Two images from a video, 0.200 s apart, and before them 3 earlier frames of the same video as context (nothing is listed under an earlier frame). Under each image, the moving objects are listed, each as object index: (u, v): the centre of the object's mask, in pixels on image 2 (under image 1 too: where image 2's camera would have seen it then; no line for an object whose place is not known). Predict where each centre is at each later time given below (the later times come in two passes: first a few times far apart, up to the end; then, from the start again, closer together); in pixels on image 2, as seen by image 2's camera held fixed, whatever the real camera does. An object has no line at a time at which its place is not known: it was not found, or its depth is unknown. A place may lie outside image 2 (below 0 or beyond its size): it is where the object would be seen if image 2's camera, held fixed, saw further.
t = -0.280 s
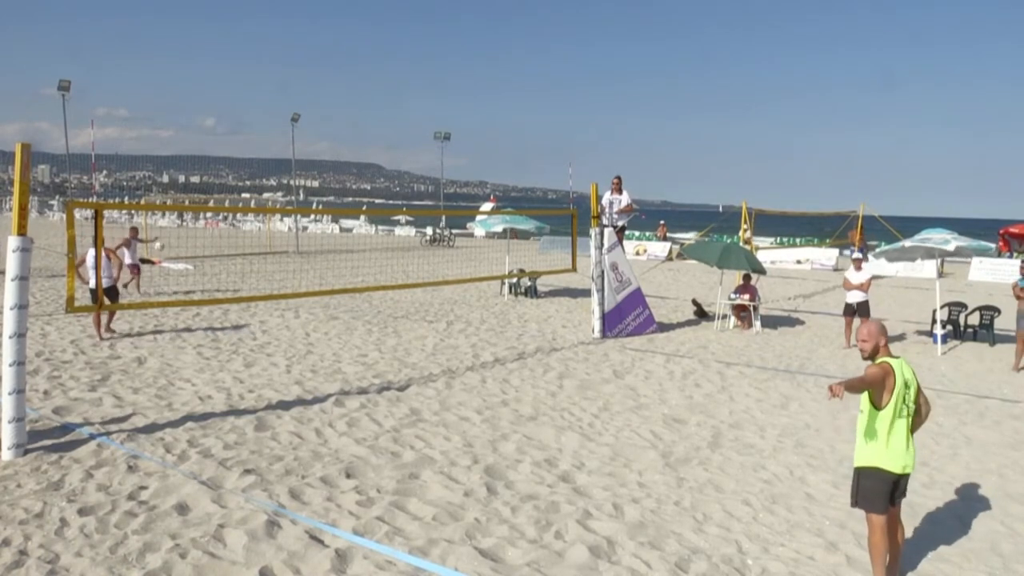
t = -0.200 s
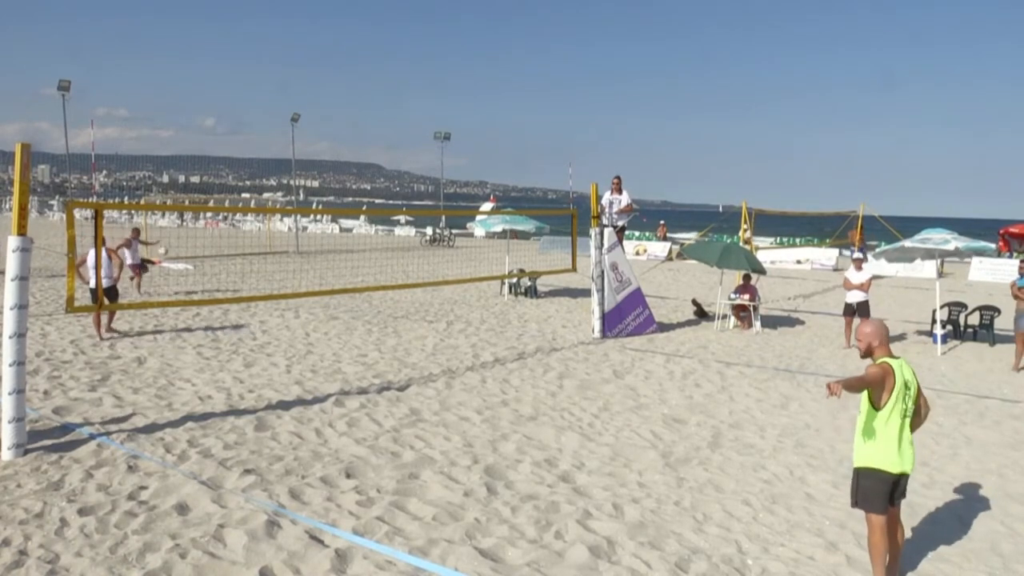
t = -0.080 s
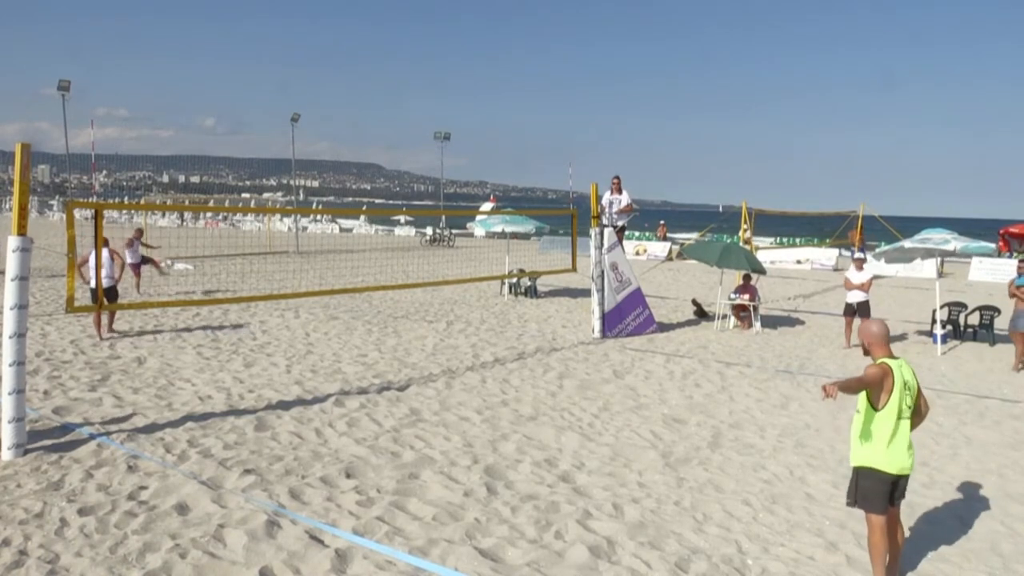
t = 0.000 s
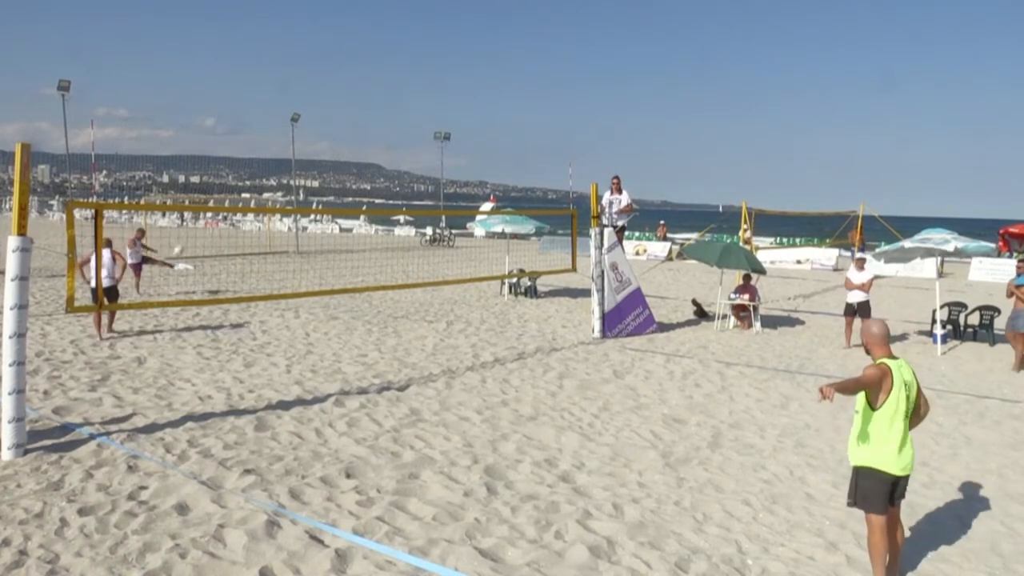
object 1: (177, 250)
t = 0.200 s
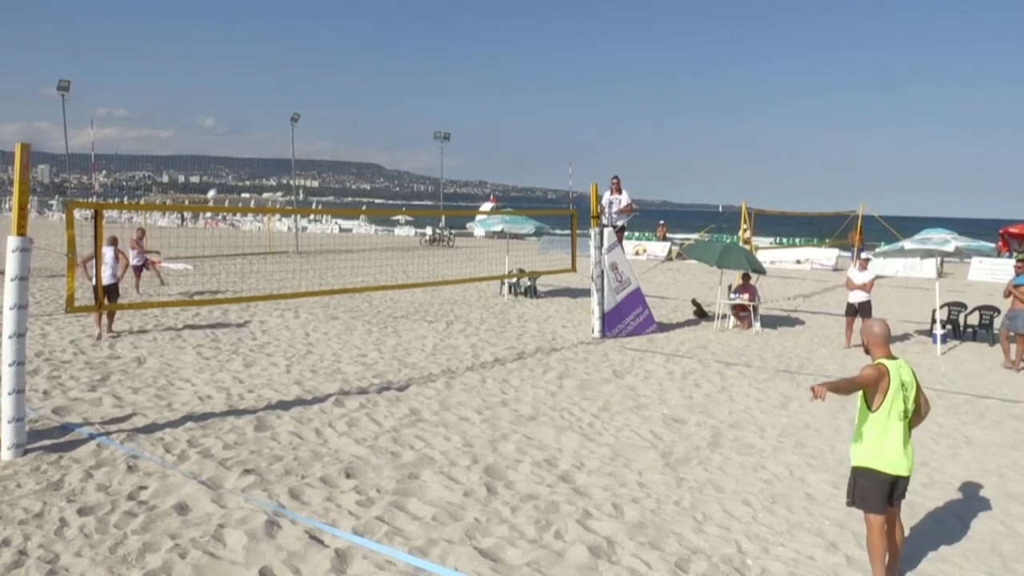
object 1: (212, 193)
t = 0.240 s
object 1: (219, 185)
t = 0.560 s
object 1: (290, 129)
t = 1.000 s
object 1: (434, 150)
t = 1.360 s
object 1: (614, 337)
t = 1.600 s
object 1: (739, 419)
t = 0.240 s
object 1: (219, 185)
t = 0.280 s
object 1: (226, 175)
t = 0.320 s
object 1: (234, 167)
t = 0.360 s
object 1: (242, 159)
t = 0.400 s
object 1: (252, 152)
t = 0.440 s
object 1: (262, 145)
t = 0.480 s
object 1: (271, 139)
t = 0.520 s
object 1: (280, 134)
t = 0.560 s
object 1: (290, 129)
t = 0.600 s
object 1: (302, 125)
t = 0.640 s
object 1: (313, 123)
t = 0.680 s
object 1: (324, 121)
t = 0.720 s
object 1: (336, 121)
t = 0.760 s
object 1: (349, 121)
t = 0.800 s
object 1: (362, 123)
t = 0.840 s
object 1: (375, 125)
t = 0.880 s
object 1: (389, 129)
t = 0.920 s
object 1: (404, 135)
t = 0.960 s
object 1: (418, 141)
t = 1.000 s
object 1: (434, 150)
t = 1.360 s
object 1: (614, 337)
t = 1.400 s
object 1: (638, 375)
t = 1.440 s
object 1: (666, 415)
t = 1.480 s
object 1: (694, 460)
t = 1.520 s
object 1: (711, 457)
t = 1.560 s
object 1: (725, 436)
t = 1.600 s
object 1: (739, 419)
